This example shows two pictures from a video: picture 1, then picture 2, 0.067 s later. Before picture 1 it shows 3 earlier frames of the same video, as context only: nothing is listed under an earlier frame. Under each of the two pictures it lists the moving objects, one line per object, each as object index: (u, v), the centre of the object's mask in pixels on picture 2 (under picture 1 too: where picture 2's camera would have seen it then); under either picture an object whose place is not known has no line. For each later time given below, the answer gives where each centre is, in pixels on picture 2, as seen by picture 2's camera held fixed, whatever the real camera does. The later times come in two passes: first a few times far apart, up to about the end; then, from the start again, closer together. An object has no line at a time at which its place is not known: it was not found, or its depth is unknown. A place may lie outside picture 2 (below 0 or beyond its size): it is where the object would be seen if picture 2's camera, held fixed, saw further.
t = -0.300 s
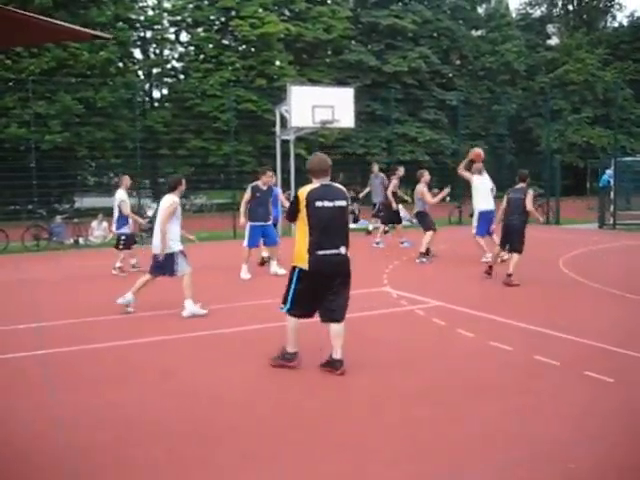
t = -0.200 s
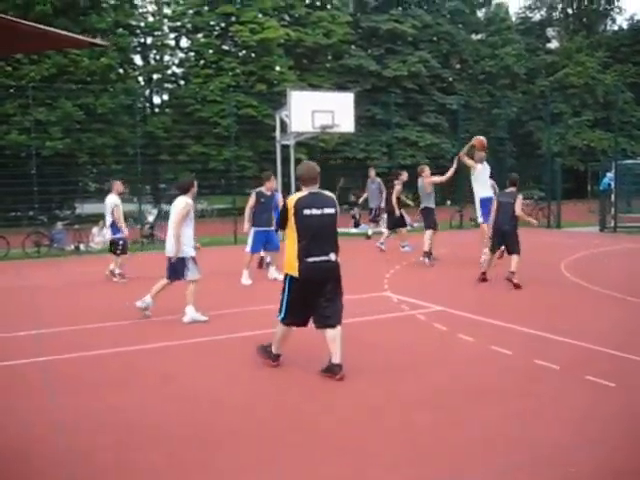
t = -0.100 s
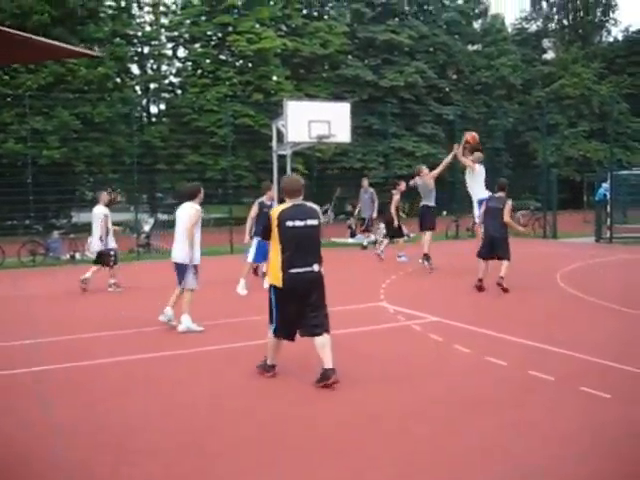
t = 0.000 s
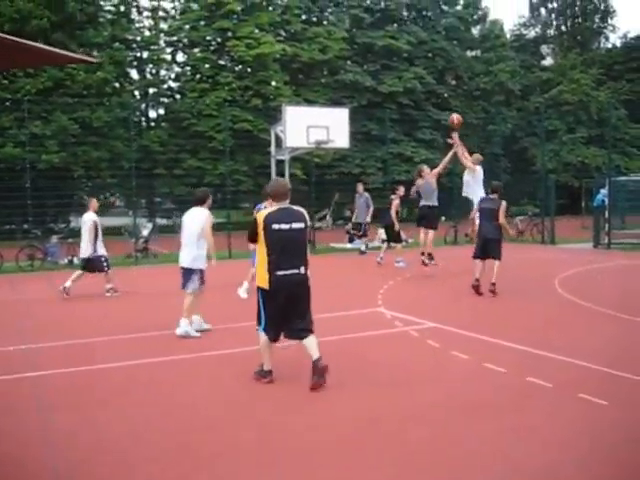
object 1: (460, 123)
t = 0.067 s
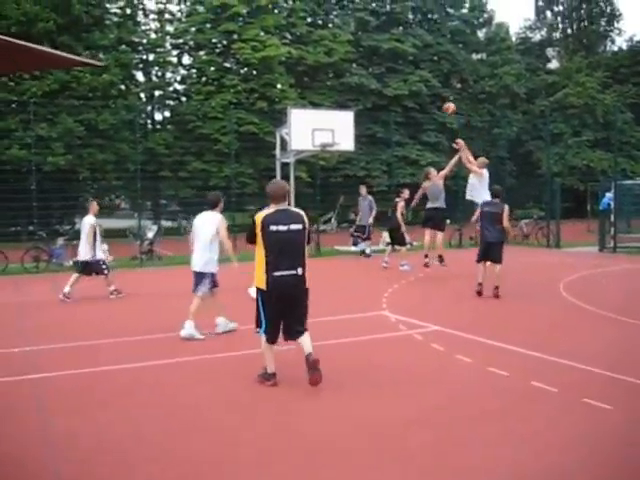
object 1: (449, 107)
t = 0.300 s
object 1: (412, 79)
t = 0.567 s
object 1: (373, 77)
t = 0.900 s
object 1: (331, 119)
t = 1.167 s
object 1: (316, 119)
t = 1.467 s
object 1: (321, 104)
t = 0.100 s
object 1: (443, 101)
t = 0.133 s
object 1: (437, 96)
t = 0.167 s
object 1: (432, 92)
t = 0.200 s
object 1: (427, 88)
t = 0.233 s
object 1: (421, 84)
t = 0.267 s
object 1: (416, 81)
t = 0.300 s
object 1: (412, 79)
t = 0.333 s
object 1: (406, 76)
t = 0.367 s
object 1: (401, 75)
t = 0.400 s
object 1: (397, 74)
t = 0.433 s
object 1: (392, 74)
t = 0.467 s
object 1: (387, 74)
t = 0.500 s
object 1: (382, 74)
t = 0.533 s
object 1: (378, 75)
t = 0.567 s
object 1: (373, 77)
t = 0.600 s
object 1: (368, 79)
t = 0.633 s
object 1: (364, 82)
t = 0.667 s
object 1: (360, 85)
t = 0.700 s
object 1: (356, 89)
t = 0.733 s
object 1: (352, 93)
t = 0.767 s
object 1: (347, 97)
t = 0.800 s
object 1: (344, 101)
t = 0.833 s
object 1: (340, 106)
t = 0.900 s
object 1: (331, 119)
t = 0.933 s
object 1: (328, 125)
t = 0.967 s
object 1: (325, 132)
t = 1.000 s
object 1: (321, 138)
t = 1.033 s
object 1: (319, 135)
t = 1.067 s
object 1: (319, 130)
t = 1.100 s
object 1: (318, 126)
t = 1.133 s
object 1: (317, 121)
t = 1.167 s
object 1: (316, 119)
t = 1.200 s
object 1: (316, 115)
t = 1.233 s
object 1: (317, 111)
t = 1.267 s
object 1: (317, 109)
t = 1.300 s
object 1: (317, 107)
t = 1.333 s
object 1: (318, 105)
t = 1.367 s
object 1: (319, 104)
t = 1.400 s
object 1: (319, 104)
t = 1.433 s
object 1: (320, 104)
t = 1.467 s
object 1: (321, 104)
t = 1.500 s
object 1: (321, 105)
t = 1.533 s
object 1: (322, 106)
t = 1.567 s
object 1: (323, 109)
